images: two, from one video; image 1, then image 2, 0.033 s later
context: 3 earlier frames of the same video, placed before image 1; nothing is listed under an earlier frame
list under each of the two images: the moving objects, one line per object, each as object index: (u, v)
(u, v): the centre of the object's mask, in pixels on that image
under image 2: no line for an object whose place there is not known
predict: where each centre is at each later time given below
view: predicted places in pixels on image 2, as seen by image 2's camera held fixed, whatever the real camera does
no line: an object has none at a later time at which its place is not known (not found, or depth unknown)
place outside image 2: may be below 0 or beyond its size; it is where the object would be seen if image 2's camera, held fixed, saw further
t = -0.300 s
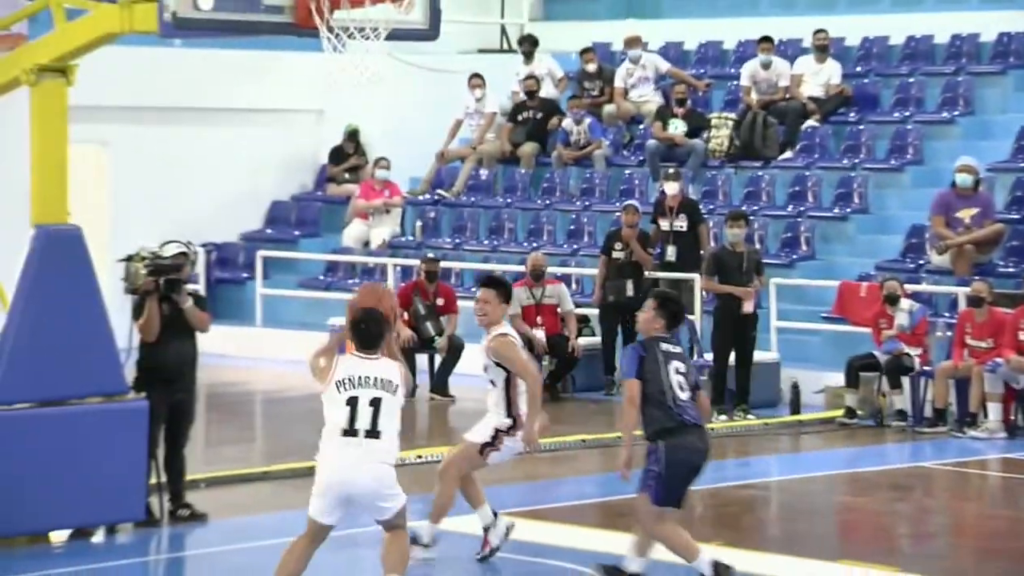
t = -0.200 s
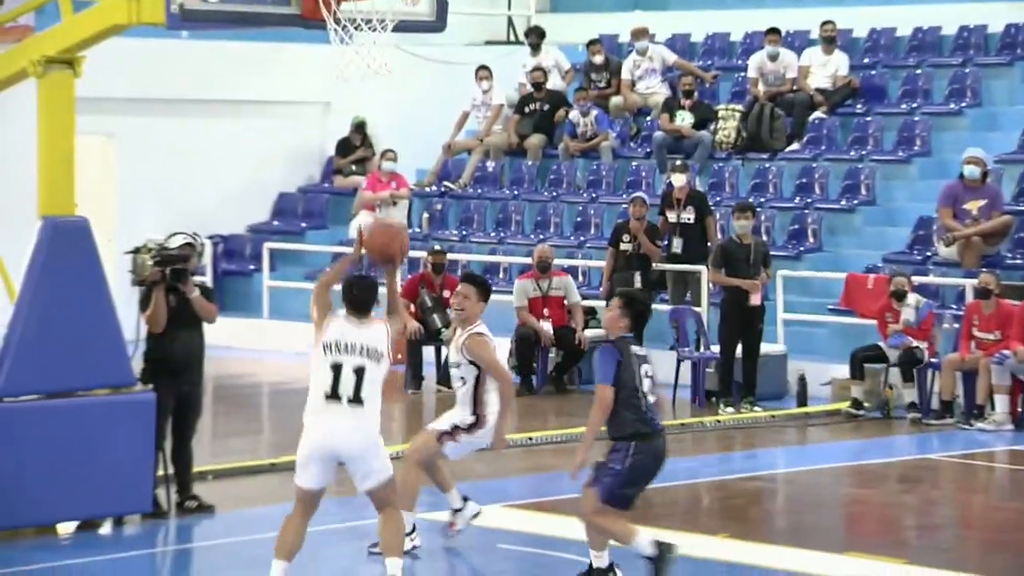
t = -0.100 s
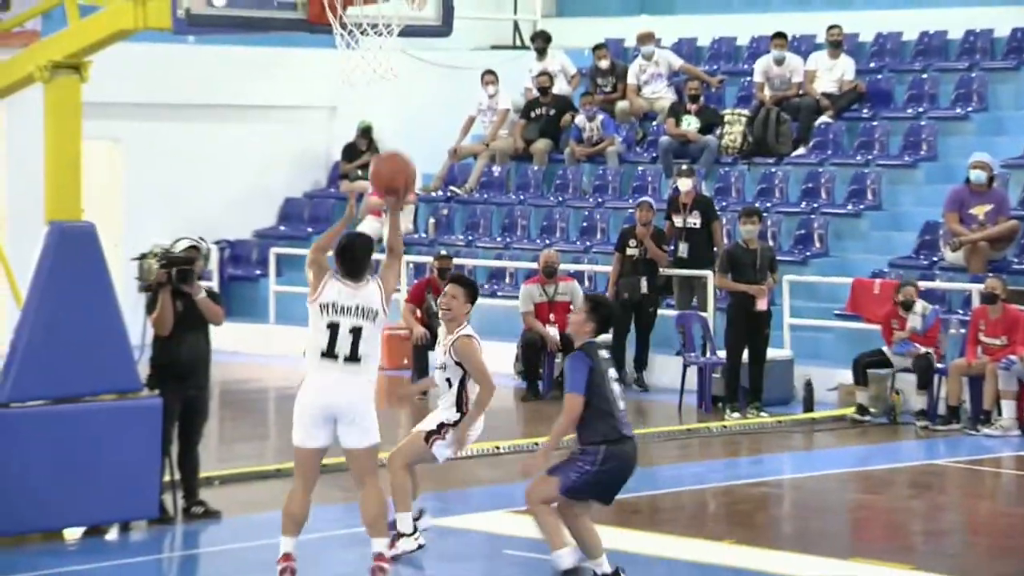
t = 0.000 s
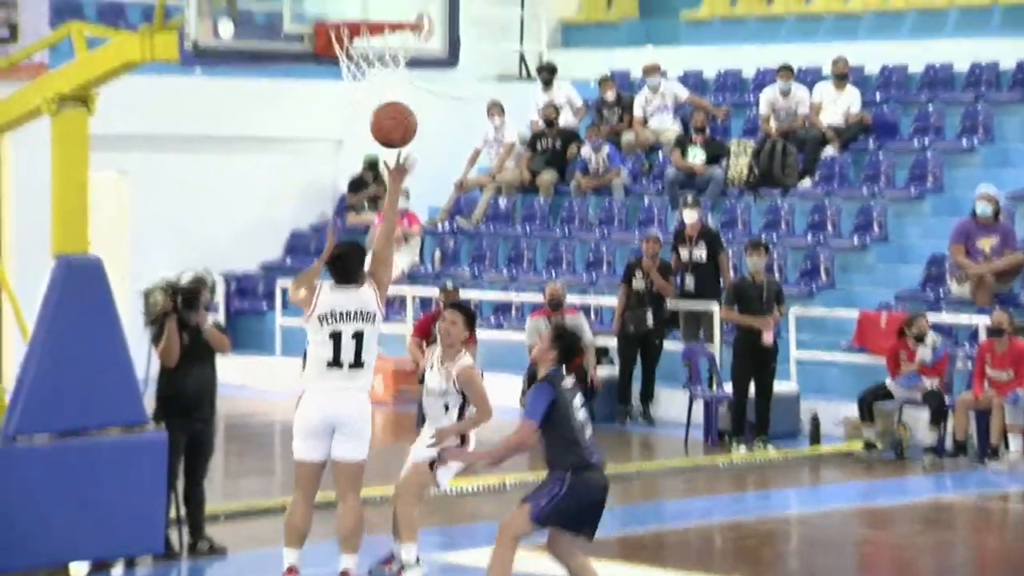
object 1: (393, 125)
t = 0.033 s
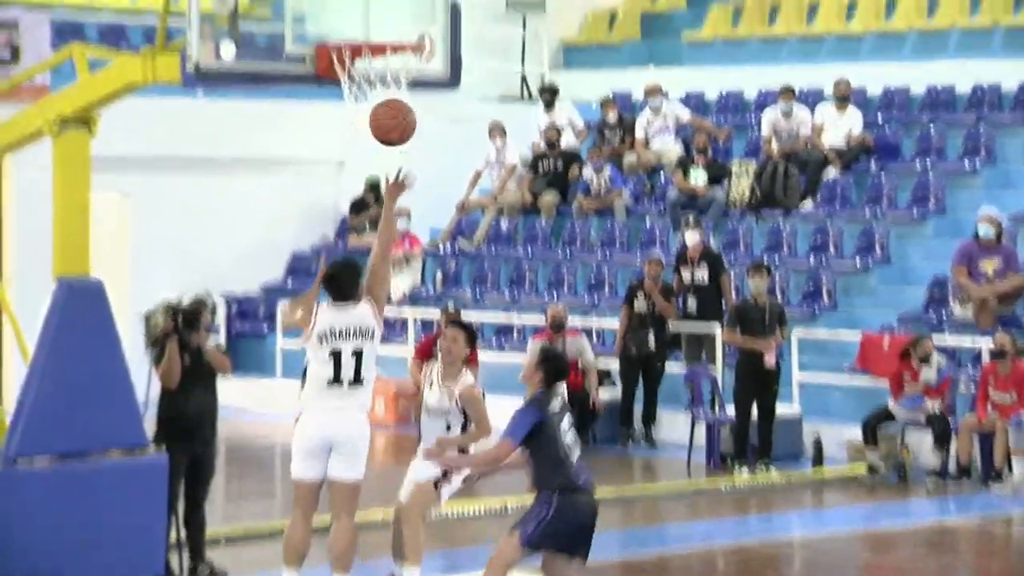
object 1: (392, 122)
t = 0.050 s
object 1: (392, 109)
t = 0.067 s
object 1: (392, 99)
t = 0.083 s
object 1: (390, 86)
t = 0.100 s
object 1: (390, 76)
